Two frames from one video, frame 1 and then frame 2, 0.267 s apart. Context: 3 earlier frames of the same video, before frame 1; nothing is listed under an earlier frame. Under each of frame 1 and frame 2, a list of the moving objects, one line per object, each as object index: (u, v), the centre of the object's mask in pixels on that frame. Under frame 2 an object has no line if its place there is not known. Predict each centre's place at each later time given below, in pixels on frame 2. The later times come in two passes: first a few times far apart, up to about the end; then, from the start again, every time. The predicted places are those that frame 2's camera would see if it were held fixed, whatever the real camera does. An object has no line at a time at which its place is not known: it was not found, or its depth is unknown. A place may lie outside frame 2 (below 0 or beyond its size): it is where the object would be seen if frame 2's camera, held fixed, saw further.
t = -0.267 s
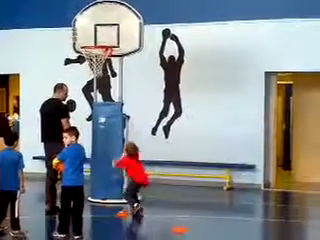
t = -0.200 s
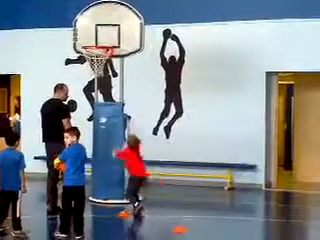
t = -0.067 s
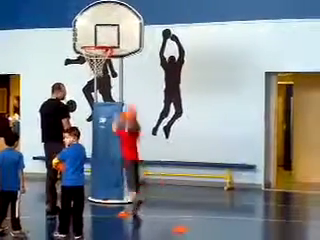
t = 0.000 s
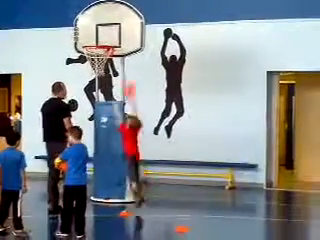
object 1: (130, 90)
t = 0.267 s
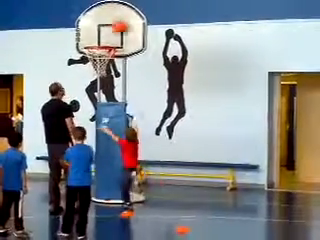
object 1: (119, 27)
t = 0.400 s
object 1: (111, 18)
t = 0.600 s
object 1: (96, 28)
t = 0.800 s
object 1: (100, 39)
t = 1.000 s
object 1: (103, 38)
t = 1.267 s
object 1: (98, 45)
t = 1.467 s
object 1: (109, 57)
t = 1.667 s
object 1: (105, 73)
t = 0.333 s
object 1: (116, 20)
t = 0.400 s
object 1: (111, 18)
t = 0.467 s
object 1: (105, 17)
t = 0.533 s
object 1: (100, 21)
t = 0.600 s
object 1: (96, 28)
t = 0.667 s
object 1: (90, 37)
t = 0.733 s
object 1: (91, 40)
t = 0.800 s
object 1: (100, 39)
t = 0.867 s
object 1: (107, 41)
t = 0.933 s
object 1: (107, 41)
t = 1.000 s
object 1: (103, 38)
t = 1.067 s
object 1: (98, 38)
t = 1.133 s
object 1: (93, 41)
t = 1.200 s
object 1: (94, 42)
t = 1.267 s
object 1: (98, 45)
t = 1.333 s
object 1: (98, 43)
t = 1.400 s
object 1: (109, 58)
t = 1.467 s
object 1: (109, 57)
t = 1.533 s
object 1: (109, 59)
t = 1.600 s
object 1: (107, 64)
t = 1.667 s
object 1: (105, 73)
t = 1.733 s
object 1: (103, 82)
